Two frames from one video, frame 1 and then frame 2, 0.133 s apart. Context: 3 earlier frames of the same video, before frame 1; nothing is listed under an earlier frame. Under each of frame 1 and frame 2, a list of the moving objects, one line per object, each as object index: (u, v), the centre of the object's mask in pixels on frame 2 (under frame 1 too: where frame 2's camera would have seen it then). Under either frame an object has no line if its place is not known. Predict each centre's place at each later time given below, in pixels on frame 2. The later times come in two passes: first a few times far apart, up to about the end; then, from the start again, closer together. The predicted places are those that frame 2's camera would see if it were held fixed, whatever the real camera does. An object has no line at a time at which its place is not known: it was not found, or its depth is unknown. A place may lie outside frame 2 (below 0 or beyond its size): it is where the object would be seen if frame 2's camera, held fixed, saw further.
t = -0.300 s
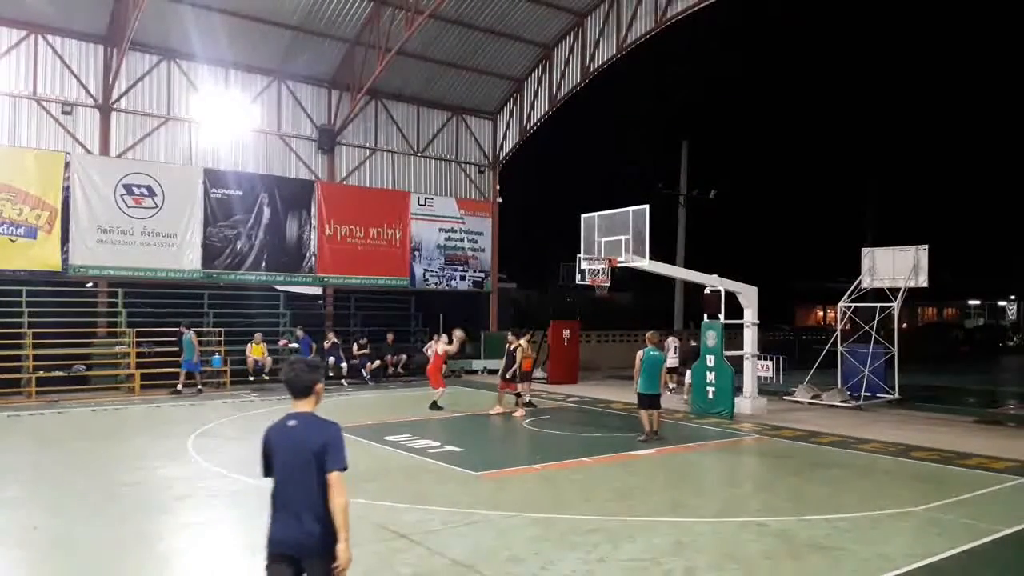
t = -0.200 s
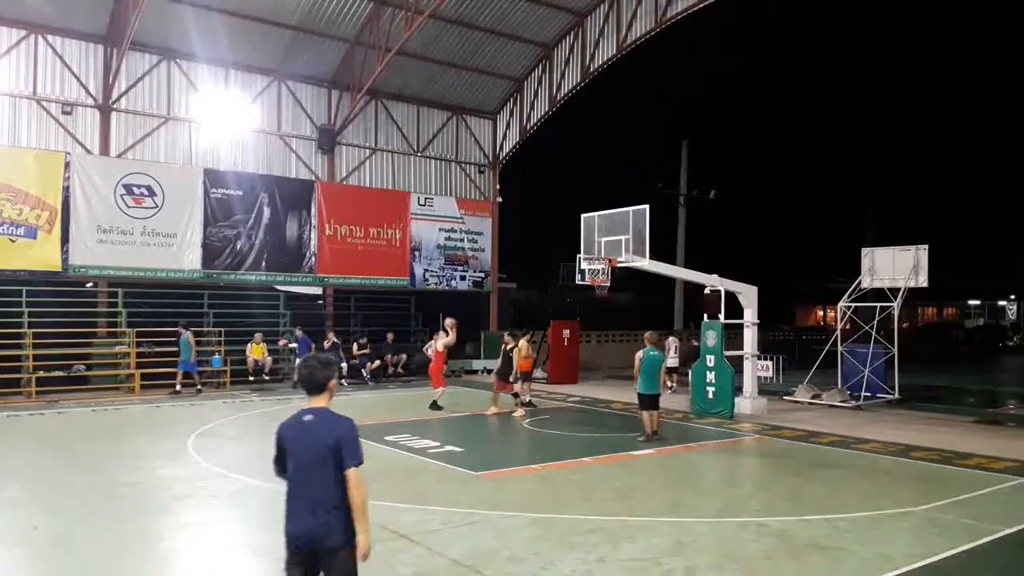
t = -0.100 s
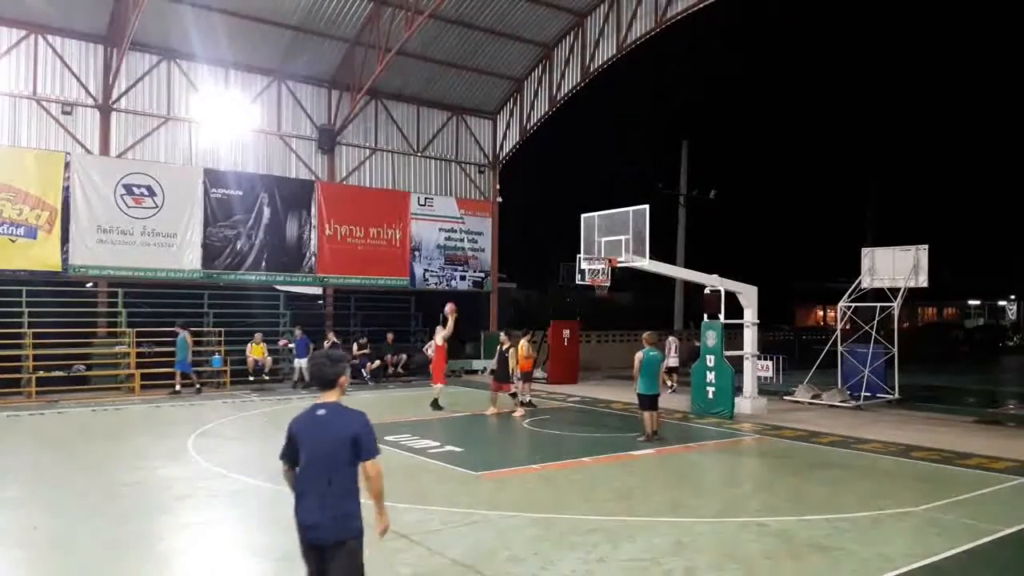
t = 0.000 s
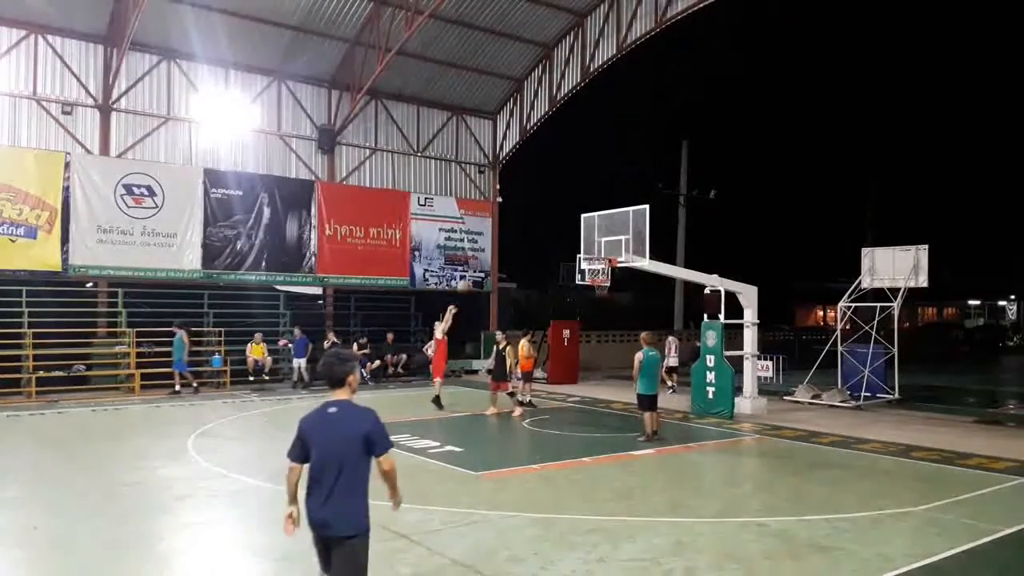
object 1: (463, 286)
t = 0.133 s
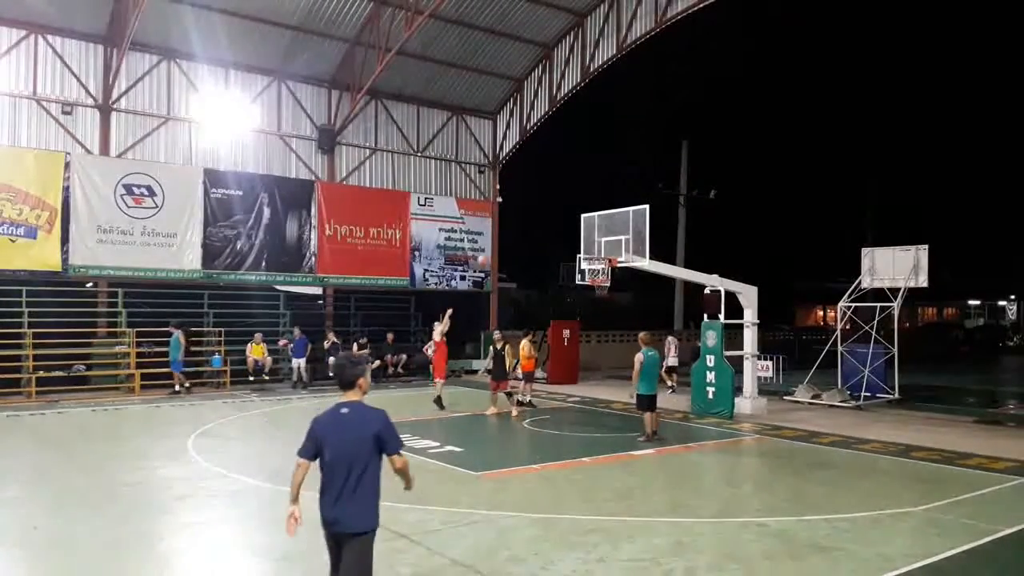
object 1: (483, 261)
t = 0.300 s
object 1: (509, 238)
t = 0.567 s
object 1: (553, 230)
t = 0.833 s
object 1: (597, 253)
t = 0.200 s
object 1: (493, 249)
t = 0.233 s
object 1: (499, 244)
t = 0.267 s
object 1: (504, 241)
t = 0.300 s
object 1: (509, 238)
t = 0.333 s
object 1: (515, 235)
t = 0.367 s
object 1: (520, 233)
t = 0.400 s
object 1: (525, 231)
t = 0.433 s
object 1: (531, 229)
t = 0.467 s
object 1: (536, 229)
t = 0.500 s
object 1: (542, 229)
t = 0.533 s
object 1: (547, 229)
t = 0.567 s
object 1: (553, 230)
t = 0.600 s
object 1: (558, 231)
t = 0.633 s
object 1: (564, 233)
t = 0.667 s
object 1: (569, 236)
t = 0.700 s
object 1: (574, 238)
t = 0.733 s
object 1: (579, 243)
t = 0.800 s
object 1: (593, 251)
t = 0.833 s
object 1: (597, 253)
